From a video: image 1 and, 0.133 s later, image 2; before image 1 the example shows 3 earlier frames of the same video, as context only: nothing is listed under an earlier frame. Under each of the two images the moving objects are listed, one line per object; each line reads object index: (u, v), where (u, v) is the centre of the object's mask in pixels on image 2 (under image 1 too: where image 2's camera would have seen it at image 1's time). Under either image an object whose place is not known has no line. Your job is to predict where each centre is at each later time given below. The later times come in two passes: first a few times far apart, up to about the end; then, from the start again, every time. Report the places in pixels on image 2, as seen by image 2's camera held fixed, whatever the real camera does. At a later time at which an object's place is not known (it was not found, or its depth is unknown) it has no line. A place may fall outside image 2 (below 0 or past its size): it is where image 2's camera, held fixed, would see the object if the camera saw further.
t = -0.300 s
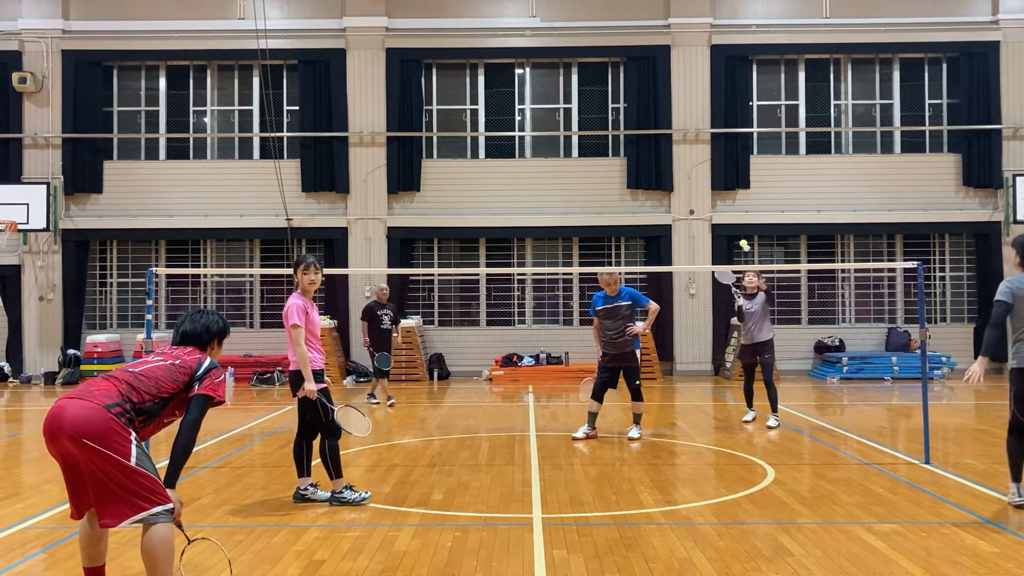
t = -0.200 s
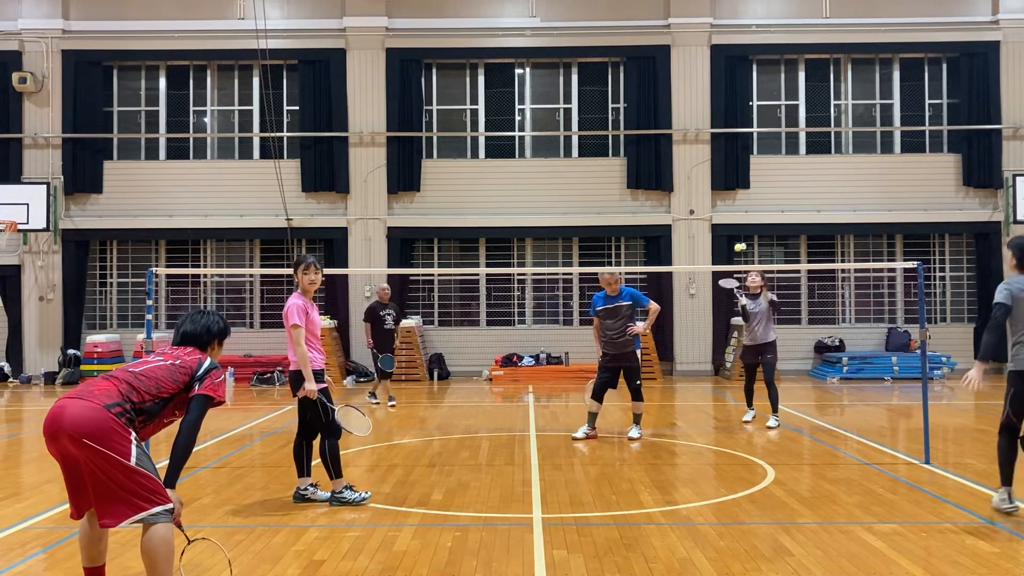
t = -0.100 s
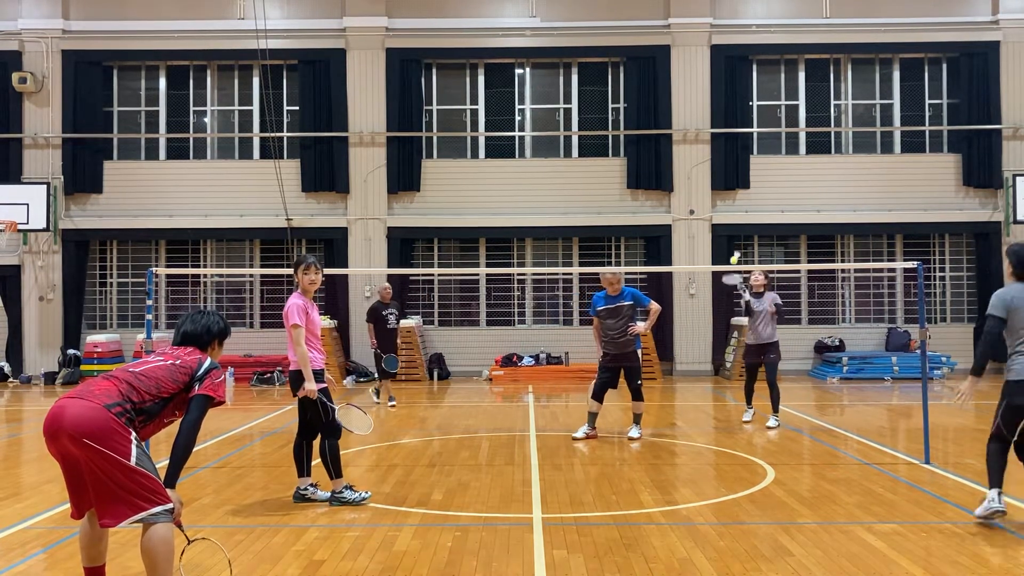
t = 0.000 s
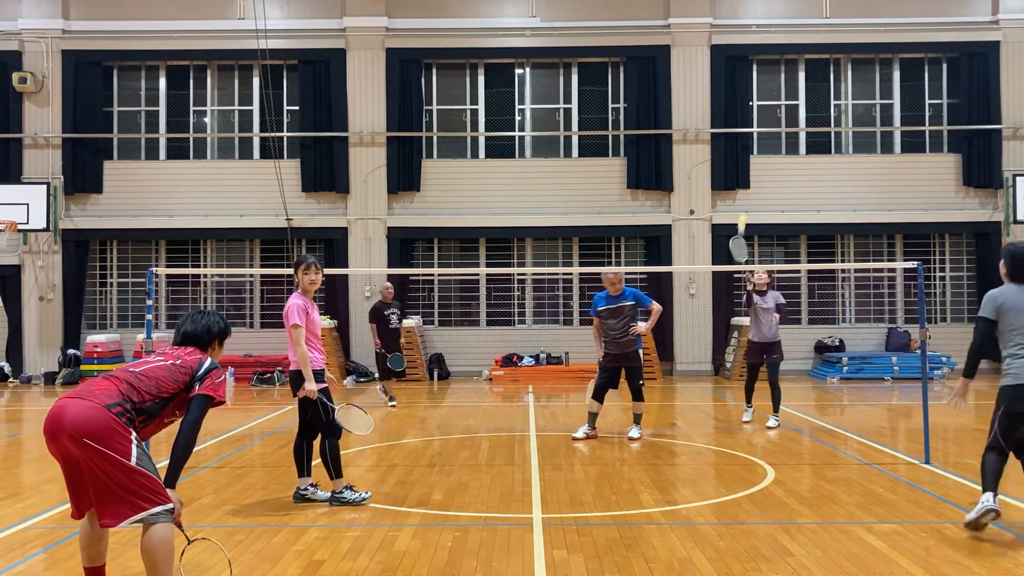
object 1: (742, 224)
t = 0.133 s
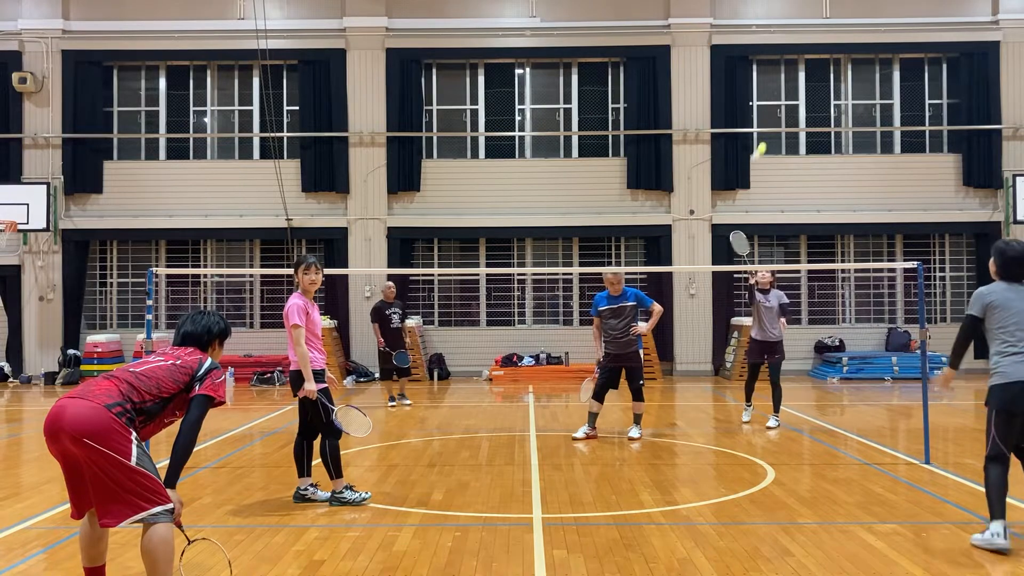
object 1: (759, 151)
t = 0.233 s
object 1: (774, 111)
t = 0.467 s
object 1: (800, 67)
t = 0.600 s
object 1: (819, 72)
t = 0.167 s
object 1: (764, 137)
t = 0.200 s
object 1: (770, 123)
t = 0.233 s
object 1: (774, 111)
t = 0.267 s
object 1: (778, 100)
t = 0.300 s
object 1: (782, 92)
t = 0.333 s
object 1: (786, 84)
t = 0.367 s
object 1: (790, 78)
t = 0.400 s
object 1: (793, 73)
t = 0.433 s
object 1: (796, 70)
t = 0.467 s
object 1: (800, 67)
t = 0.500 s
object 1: (804, 66)
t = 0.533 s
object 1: (809, 66)
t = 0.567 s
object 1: (813, 68)
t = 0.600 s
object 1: (819, 72)
